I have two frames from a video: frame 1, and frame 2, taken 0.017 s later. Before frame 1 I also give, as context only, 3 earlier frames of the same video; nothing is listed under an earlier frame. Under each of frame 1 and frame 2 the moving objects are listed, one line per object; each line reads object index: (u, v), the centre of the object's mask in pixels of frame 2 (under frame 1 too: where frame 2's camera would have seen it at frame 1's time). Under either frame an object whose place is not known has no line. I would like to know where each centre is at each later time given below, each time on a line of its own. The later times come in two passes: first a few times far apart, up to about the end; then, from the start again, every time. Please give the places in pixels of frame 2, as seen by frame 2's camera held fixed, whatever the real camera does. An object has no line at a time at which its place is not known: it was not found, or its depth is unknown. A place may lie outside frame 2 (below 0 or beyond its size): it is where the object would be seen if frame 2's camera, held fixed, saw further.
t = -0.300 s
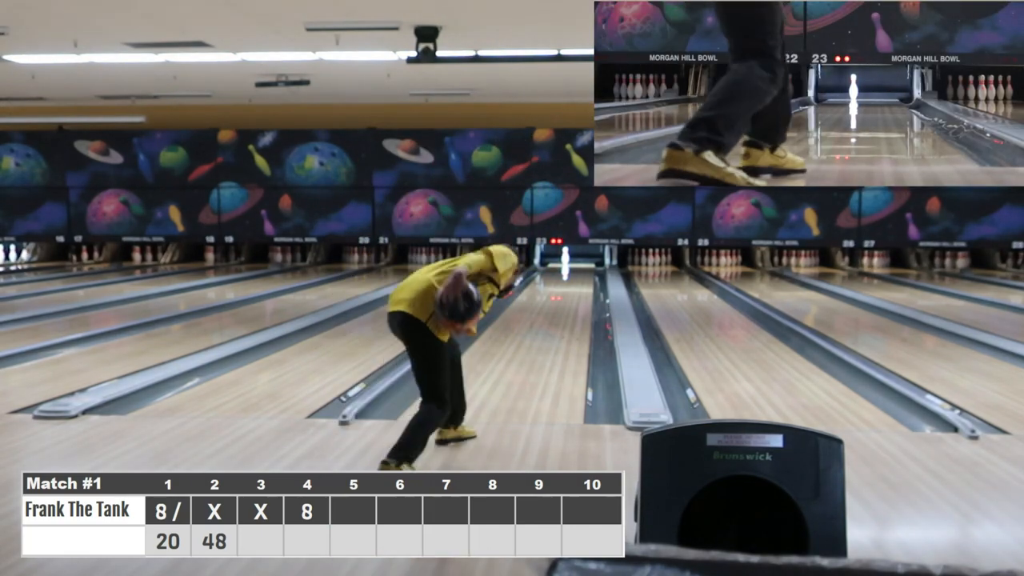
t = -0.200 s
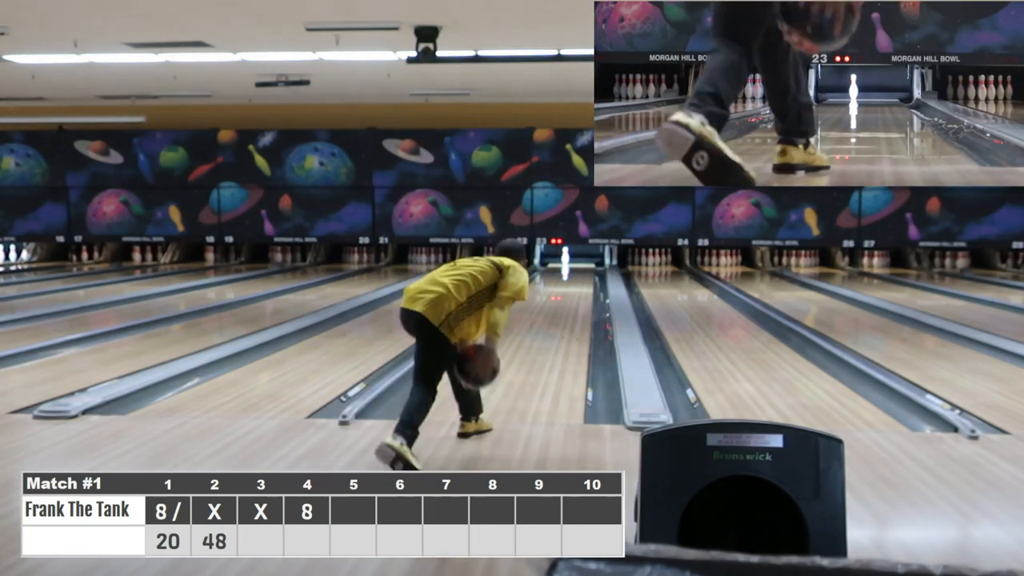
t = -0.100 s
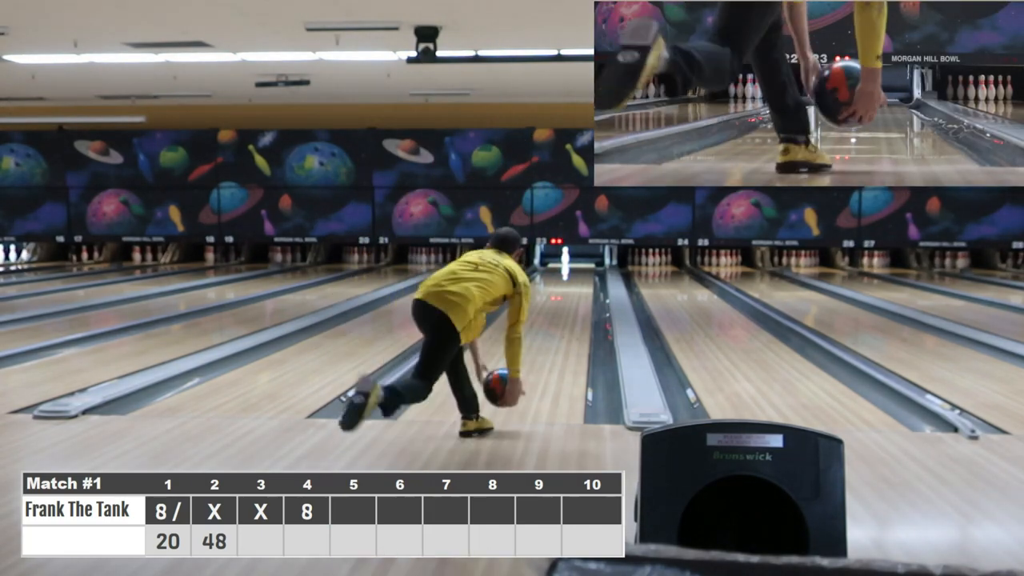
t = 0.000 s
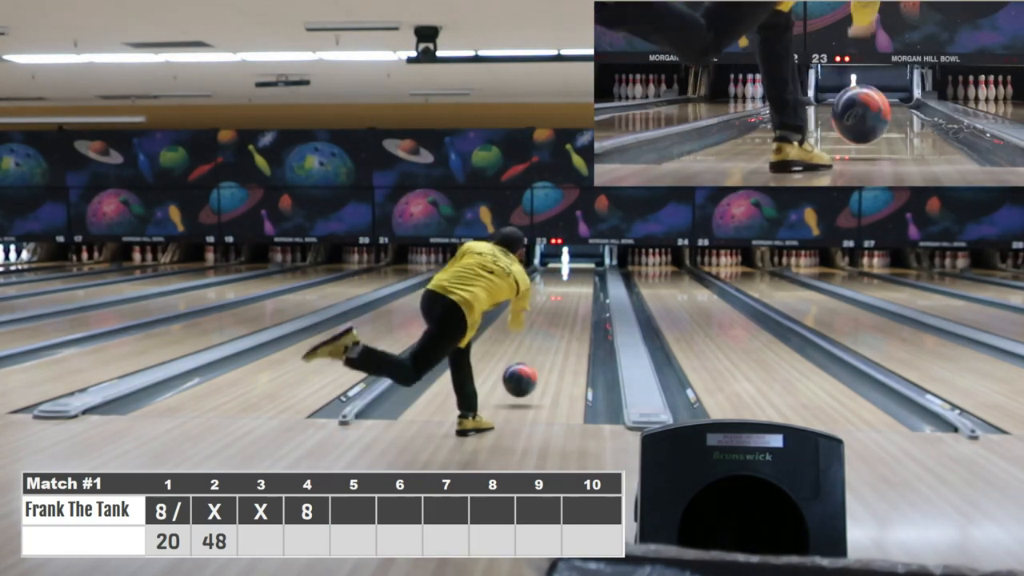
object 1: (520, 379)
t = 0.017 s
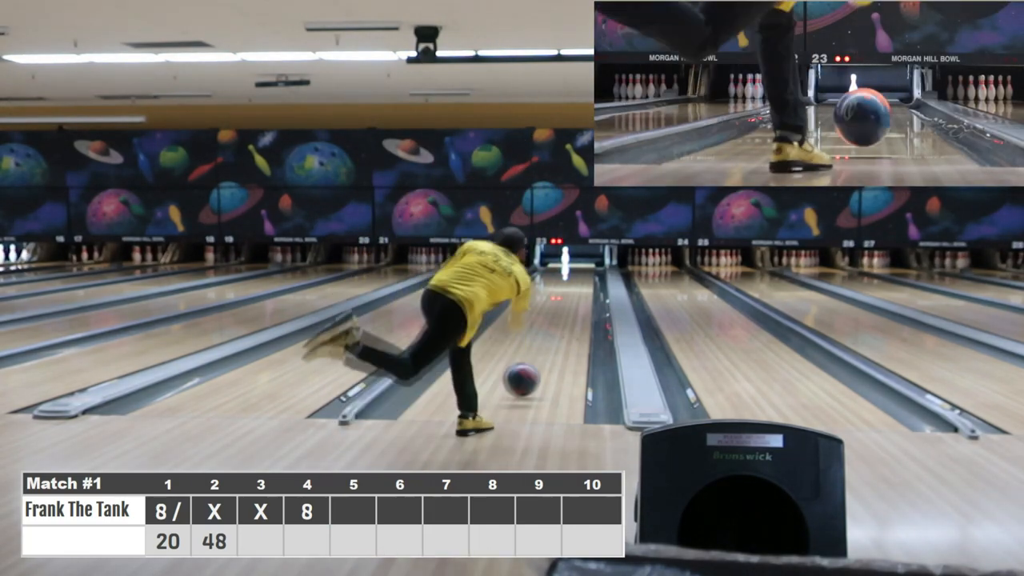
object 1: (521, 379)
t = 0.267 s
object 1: (548, 348)
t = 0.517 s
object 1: (565, 324)
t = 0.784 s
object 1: (576, 307)
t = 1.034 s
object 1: (583, 295)
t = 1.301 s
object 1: (587, 284)
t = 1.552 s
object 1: (588, 277)
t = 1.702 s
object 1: (587, 274)
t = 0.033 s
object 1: (524, 379)
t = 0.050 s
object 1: (526, 377)
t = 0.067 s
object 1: (528, 375)
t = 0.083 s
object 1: (530, 373)
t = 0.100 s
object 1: (532, 370)
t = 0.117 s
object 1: (534, 368)
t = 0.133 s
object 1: (536, 366)
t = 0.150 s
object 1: (537, 363)
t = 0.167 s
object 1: (539, 361)
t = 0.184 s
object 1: (541, 358)
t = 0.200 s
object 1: (542, 357)
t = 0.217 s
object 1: (544, 354)
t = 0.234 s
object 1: (545, 352)
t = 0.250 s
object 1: (547, 350)
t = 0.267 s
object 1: (548, 348)
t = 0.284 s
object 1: (550, 346)
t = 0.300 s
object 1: (551, 345)
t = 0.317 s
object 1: (553, 343)
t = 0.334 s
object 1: (554, 341)
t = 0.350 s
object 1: (555, 339)
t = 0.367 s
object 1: (556, 338)
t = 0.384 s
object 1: (557, 336)
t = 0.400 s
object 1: (558, 334)
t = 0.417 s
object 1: (559, 333)
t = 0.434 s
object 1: (560, 331)
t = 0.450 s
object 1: (561, 330)
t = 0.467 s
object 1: (562, 329)
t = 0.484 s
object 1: (563, 328)
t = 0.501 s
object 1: (564, 325)
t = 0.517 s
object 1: (565, 324)
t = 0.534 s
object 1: (566, 323)
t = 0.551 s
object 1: (566, 322)
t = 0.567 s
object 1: (567, 321)
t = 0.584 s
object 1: (568, 319)
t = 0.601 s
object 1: (569, 318)
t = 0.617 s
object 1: (570, 317)
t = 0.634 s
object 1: (570, 316)
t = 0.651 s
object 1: (571, 315)
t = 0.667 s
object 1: (572, 314)
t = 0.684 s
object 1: (573, 313)
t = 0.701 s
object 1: (573, 312)
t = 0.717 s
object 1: (574, 311)
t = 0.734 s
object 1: (574, 310)
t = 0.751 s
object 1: (575, 309)
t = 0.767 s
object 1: (576, 308)
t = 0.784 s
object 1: (576, 307)
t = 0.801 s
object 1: (577, 306)
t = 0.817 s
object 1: (577, 305)
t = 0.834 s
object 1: (578, 304)
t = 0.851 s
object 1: (578, 304)
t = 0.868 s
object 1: (579, 303)
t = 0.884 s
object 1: (579, 302)
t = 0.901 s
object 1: (580, 301)
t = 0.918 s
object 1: (580, 300)
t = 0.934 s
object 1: (581, 299)
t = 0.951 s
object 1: (581, 299)
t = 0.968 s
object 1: (581, 298)
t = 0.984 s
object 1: (582, 297)
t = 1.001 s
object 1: (582, 296)
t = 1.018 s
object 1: (582, 296)
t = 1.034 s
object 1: (583, 295)
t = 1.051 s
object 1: (583, 294)
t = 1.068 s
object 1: (583, 293)
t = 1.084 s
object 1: (584, 293)
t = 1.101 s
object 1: (584, 292)
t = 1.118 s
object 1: (585, 292)
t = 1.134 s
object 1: (585, 290)
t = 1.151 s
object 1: (585, 290)
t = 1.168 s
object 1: (585, 289)
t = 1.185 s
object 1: (586, 289)
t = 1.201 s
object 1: (585, 288)
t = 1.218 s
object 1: (586, 288)
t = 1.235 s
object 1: (586, 287)
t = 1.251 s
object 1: (586, 287)
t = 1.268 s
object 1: (587, 286)
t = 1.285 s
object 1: (587, 285)
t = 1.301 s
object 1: (587, 284)
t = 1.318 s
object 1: (587, 284)
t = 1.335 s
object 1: (588, 283)
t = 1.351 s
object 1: (587, 283)
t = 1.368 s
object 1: (587, 282)
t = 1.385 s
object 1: (588, 282)
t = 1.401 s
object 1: (588, 281)
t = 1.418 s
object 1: (588, 281)
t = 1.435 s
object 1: (588, 280)
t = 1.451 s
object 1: (588, 280)
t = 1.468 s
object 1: (588, 280)
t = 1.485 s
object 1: (588, 279)
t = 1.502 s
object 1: (587, 278)
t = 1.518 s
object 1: (588, 278)
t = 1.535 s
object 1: (588, 278)
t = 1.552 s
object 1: (588, 277)
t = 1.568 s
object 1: (588, 277)
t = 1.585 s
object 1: (588, 276)
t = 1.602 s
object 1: (588, 277)
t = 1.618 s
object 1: (588, 276)
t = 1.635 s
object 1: (587, 276)
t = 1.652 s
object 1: (588, 275)
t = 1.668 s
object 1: (588, 274)
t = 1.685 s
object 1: (588, 274)
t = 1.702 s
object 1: (587, 274)
